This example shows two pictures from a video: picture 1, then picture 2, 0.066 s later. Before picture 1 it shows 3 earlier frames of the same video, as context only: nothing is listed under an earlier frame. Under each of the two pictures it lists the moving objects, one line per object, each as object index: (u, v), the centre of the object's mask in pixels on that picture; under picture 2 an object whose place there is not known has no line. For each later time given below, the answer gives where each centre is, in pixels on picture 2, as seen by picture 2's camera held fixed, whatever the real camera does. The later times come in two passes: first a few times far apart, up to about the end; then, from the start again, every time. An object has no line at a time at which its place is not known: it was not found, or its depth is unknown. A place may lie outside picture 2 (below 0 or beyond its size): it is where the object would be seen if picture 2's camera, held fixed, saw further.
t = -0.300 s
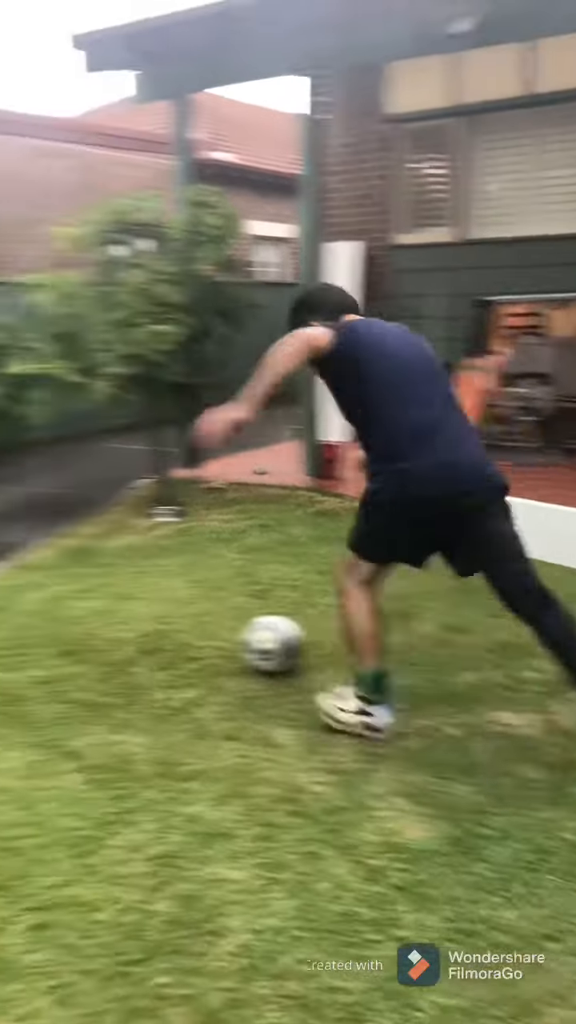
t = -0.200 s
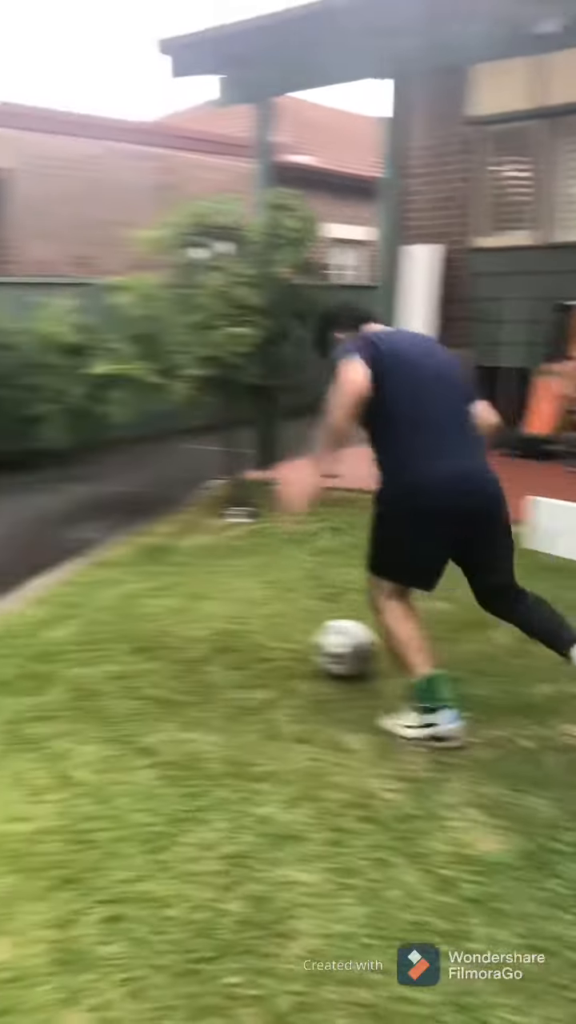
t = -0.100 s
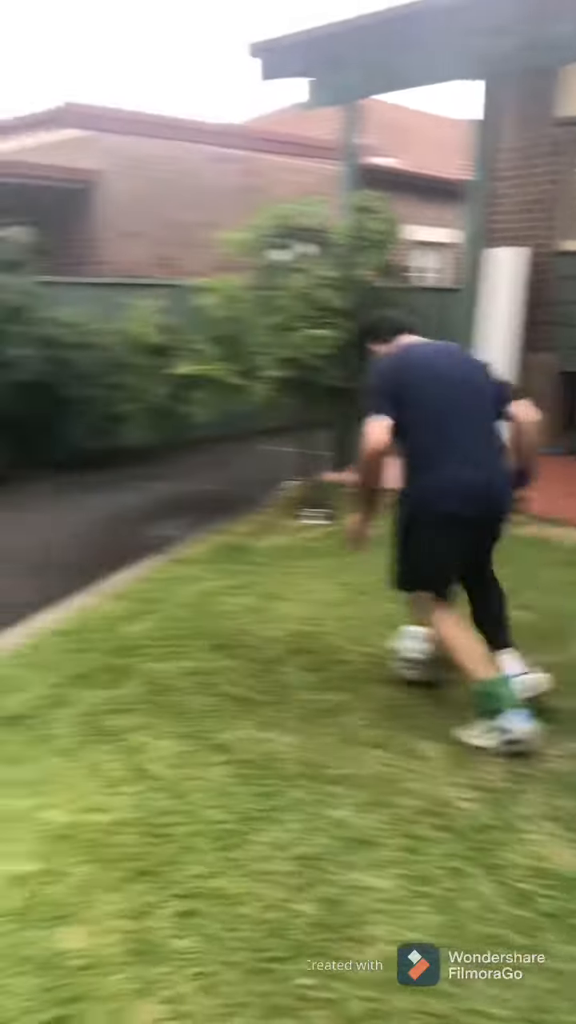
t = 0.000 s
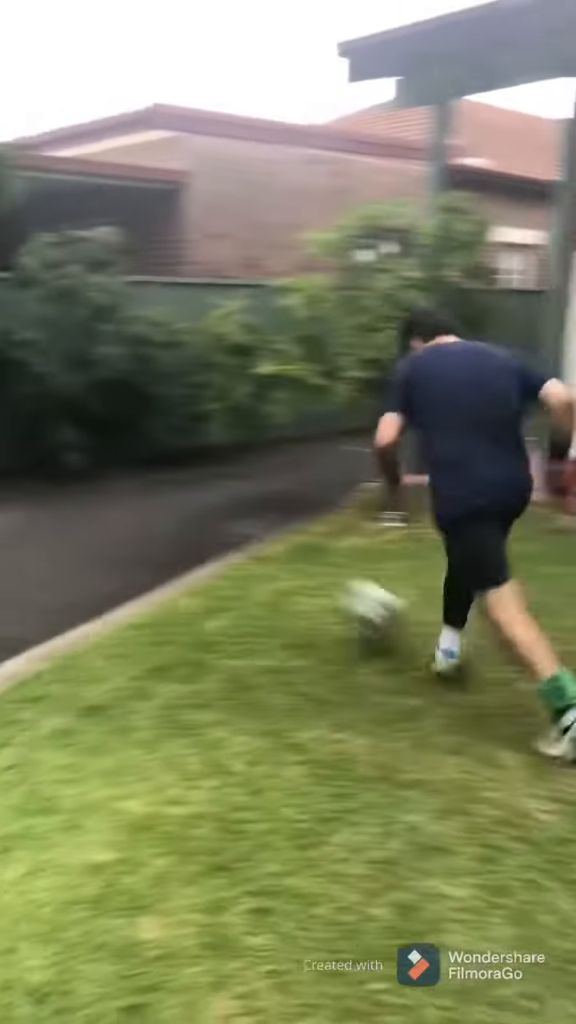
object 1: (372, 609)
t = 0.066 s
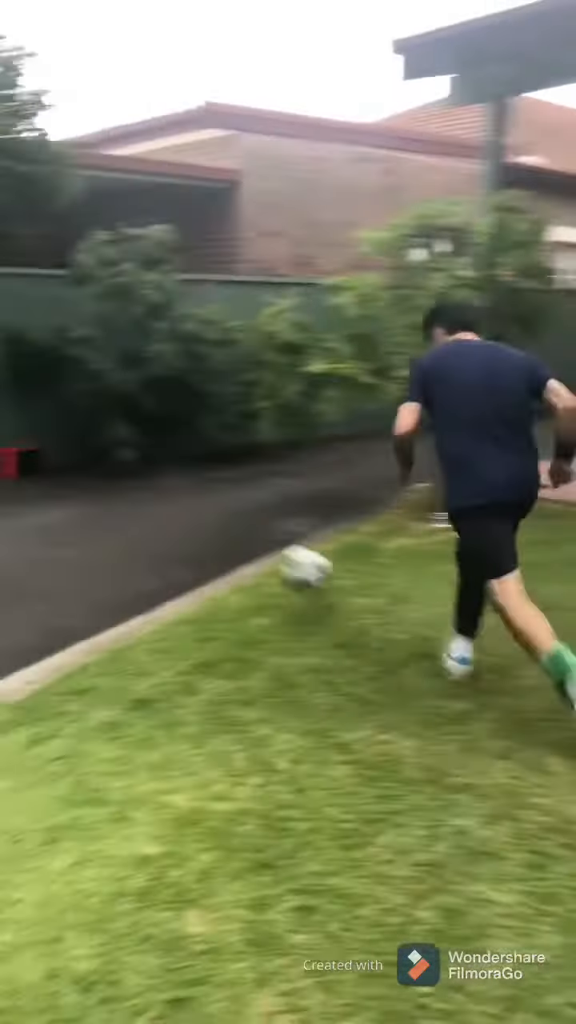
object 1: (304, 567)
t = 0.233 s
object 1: (115, 532)
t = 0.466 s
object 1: (-26, 489)
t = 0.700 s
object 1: (-52, 464)
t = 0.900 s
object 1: (-19, 492)
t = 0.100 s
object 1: (257, 556)
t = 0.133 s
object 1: (215, 545)
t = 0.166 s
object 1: (179, 539)
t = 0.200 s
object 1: (144, 537)
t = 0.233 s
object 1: (115, 532)
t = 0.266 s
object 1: (89, 520)
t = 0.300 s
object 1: (66, 511)
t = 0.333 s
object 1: (44, 502)
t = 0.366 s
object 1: (25, 494)
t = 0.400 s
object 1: (6, 494)
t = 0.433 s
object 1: (-11, 492)
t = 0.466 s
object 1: (-26, 489)
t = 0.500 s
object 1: (-40, 483)
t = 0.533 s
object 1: (-52, 478)
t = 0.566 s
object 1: (-64, 474)
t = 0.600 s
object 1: (-65, 469)
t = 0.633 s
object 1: (-61, 467)
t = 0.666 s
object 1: (-57, 465)
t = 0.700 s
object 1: (-52, 464)
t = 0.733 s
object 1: (-46, 465)
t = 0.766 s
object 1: (-41, 466)
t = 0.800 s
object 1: (-35, 472)
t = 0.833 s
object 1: (-30, 477)
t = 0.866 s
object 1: (-24, 483)
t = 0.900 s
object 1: (-19, 492)
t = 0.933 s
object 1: (-16, 491)
